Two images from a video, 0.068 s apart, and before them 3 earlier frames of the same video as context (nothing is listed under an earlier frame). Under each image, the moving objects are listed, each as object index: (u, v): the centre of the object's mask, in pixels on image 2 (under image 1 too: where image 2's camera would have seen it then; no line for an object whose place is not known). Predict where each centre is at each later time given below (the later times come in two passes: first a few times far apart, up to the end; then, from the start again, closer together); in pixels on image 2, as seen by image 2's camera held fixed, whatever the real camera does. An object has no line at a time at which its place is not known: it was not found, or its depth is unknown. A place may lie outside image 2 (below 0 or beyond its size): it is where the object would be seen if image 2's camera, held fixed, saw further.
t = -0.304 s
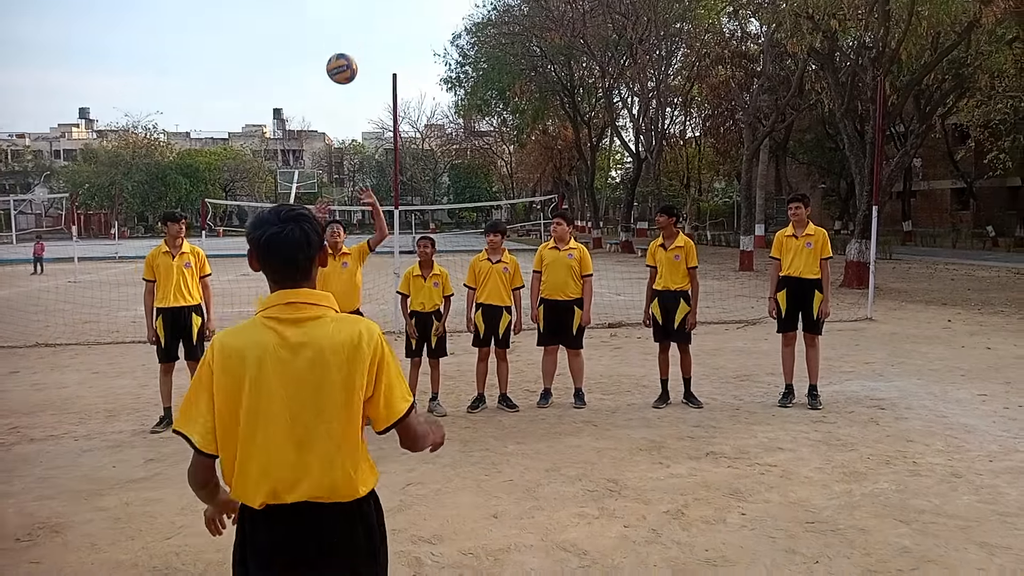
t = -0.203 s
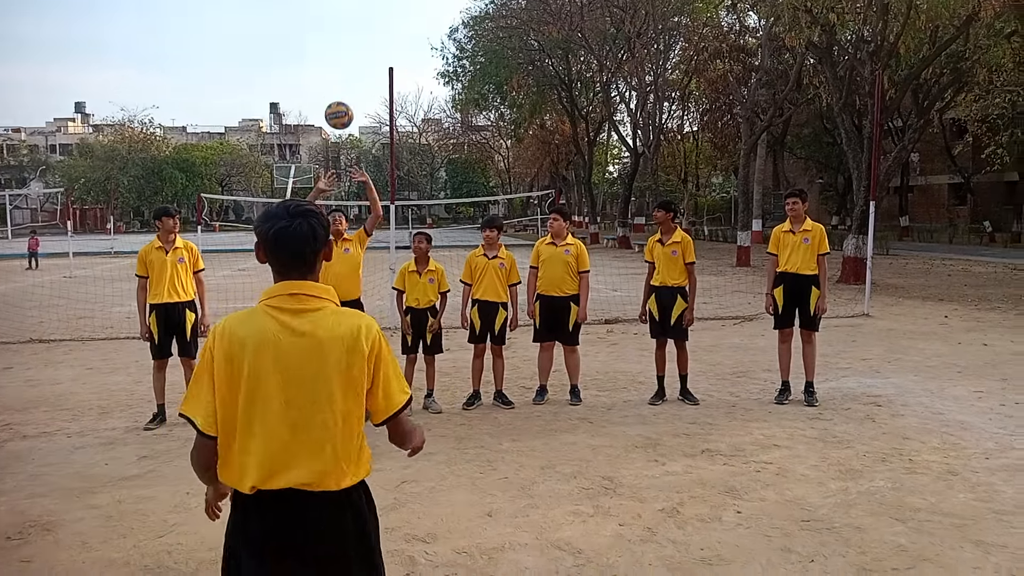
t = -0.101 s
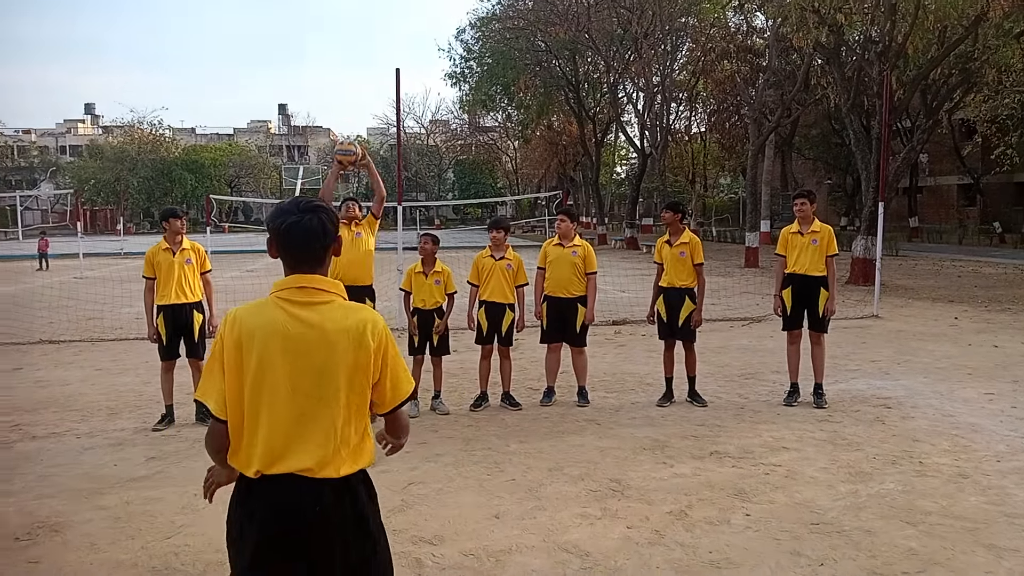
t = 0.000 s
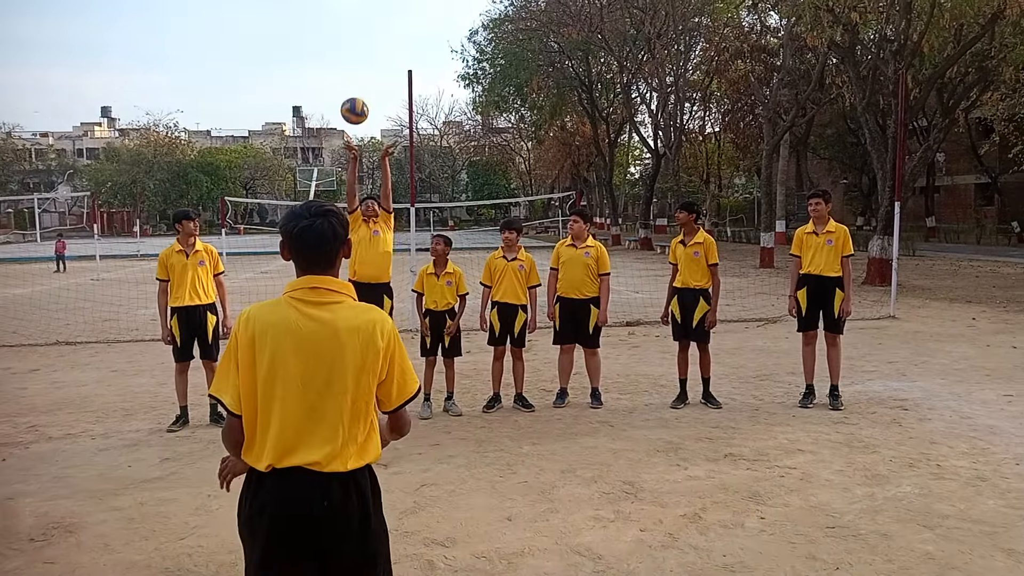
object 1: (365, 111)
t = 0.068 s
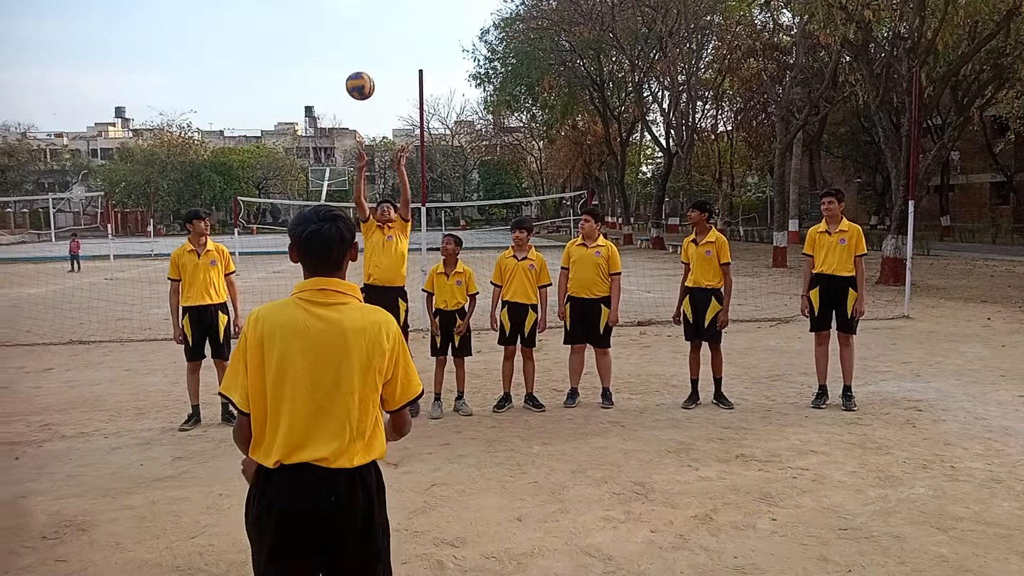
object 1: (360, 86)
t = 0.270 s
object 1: (341, 40)
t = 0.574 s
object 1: (300, 93)
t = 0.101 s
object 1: (357, 76)
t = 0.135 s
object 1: (354, 66)
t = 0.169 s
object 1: (352, 58)
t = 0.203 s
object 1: (348, 50)
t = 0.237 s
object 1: (344, 44)
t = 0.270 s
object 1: (341, 40)
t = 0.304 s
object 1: (339, 37)
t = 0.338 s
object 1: (334, 35)
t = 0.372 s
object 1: (328, 37)
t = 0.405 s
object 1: (324, 40)
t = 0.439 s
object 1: (322, 46)
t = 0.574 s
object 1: (300, 93)
